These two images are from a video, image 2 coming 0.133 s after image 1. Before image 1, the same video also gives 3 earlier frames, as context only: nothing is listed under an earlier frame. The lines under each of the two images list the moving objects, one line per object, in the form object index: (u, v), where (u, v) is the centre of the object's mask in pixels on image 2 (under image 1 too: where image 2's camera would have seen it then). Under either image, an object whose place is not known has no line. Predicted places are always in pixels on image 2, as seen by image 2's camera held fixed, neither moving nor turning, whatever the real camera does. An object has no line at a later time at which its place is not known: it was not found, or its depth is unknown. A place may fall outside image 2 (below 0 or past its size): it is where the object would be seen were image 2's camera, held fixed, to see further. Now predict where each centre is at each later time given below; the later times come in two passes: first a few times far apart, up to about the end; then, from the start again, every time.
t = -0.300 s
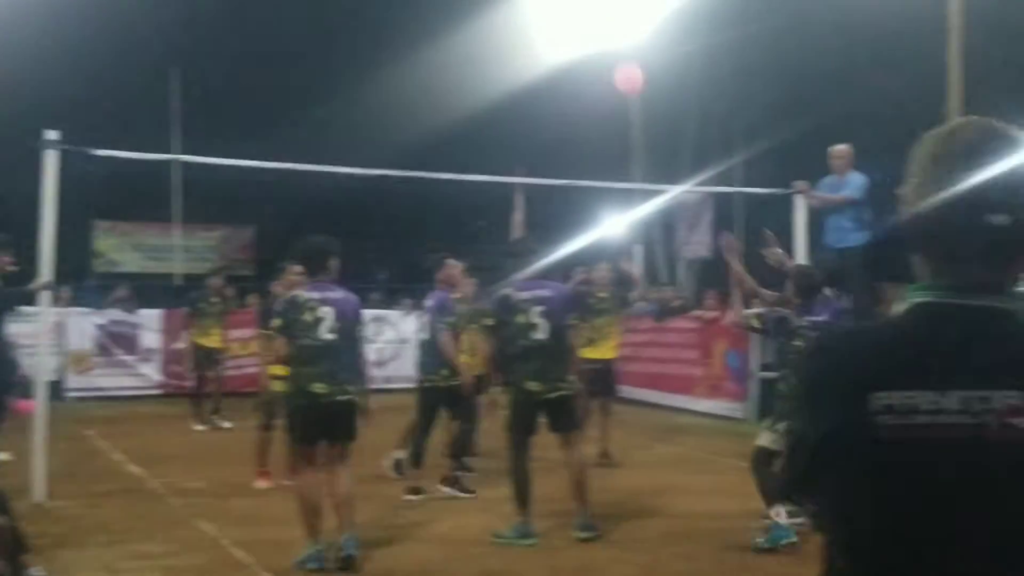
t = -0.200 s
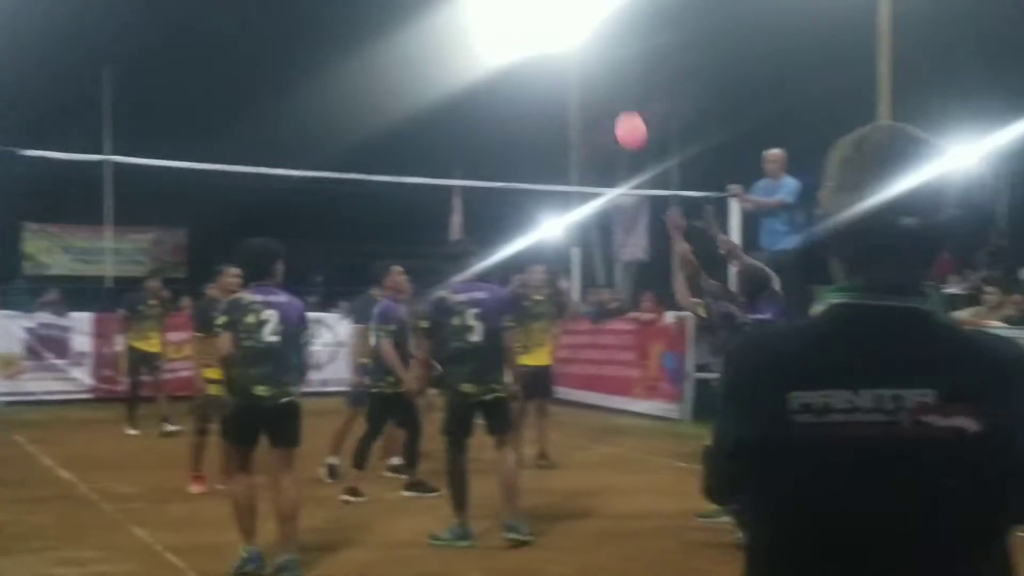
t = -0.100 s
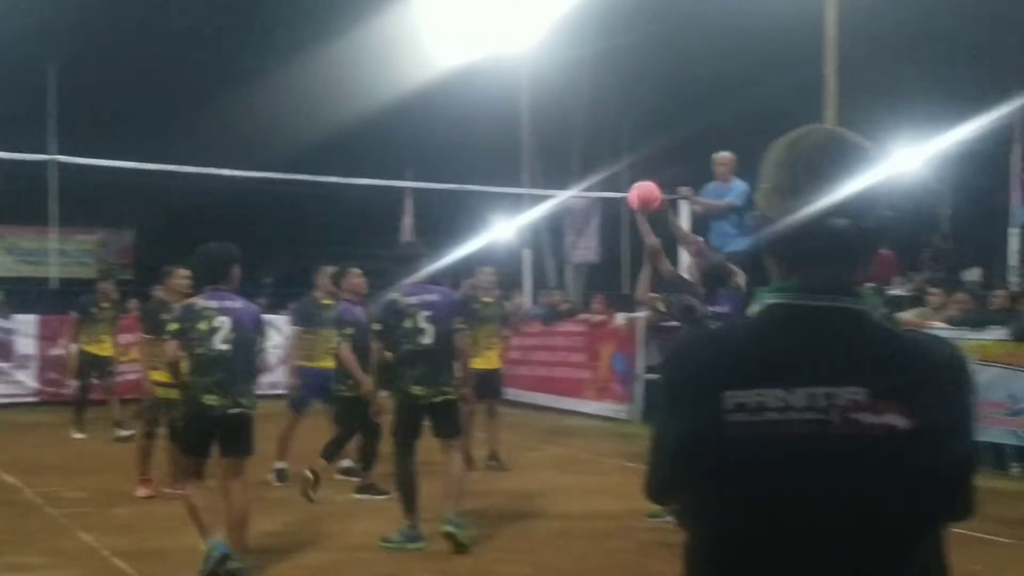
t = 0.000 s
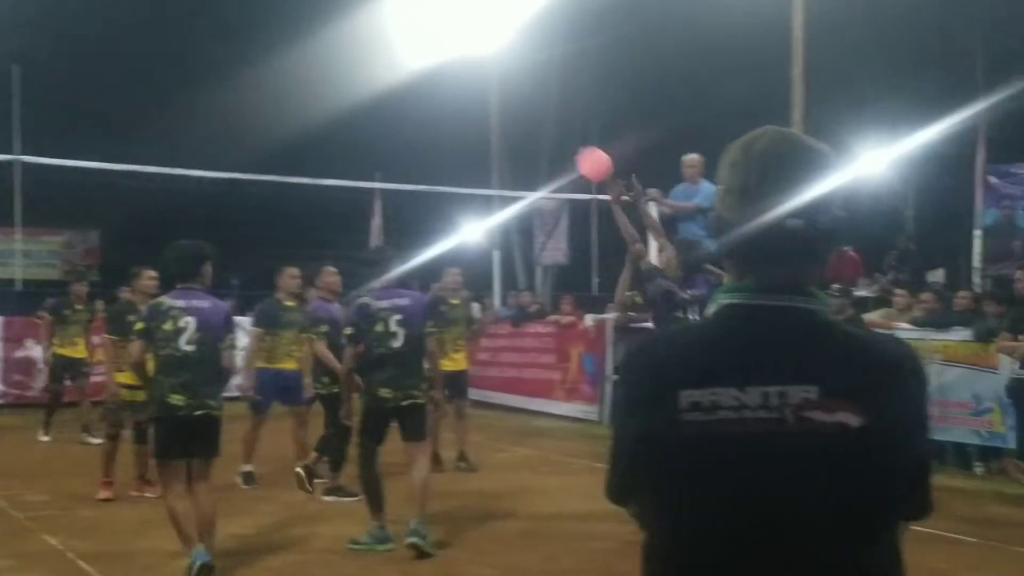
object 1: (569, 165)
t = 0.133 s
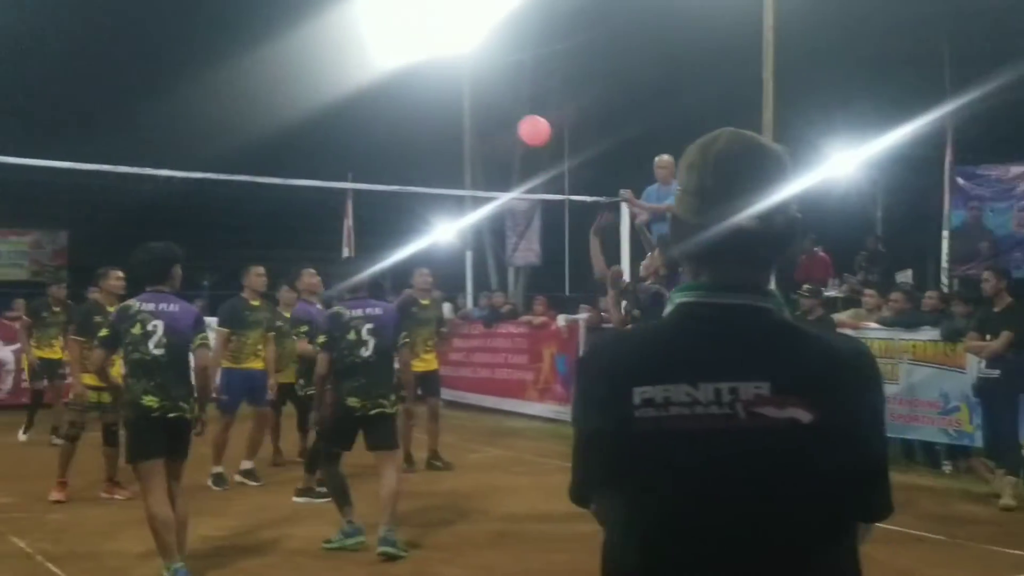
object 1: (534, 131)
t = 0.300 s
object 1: (495, 124)
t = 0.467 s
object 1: (463, 152)
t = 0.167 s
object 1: (527, 127)
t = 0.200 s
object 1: (519, 124)
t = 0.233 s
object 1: (510, 122)
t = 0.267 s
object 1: (502, 122)
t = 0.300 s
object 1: (495, 124)
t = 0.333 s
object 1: (487, 126)
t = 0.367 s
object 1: (481, 130)
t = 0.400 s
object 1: (475, 136)
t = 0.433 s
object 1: (469, 143)
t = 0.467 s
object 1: (463, 152)
